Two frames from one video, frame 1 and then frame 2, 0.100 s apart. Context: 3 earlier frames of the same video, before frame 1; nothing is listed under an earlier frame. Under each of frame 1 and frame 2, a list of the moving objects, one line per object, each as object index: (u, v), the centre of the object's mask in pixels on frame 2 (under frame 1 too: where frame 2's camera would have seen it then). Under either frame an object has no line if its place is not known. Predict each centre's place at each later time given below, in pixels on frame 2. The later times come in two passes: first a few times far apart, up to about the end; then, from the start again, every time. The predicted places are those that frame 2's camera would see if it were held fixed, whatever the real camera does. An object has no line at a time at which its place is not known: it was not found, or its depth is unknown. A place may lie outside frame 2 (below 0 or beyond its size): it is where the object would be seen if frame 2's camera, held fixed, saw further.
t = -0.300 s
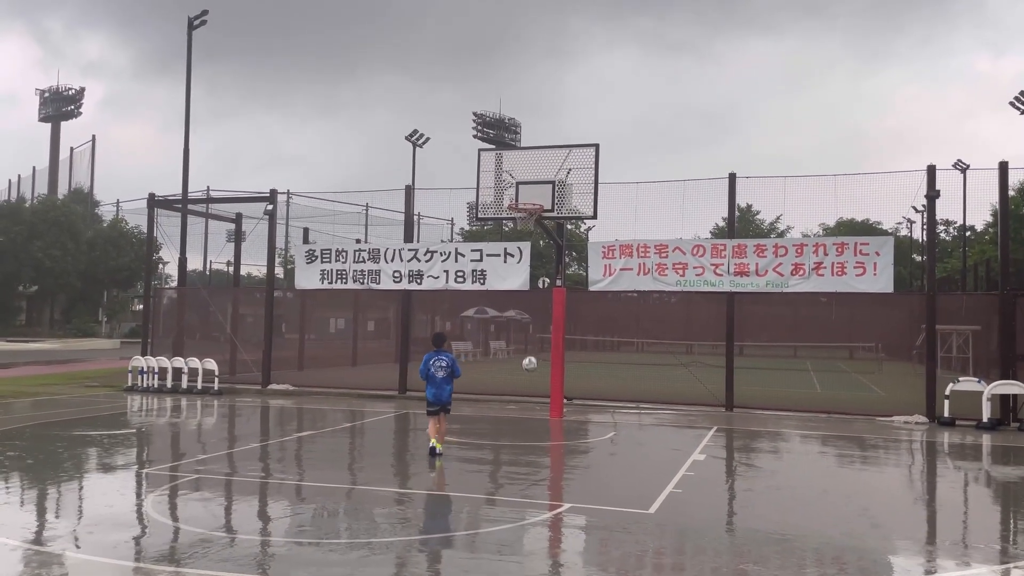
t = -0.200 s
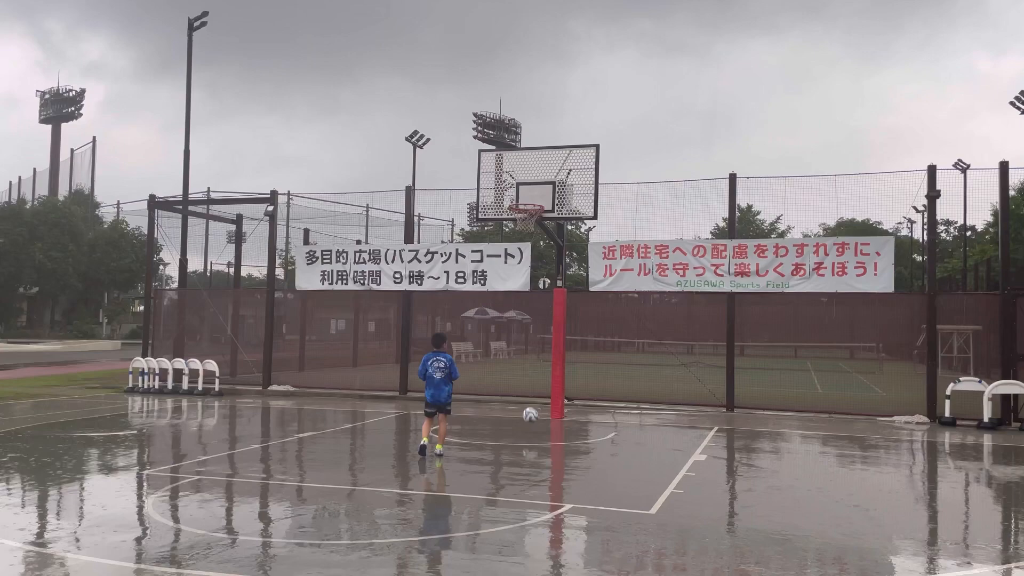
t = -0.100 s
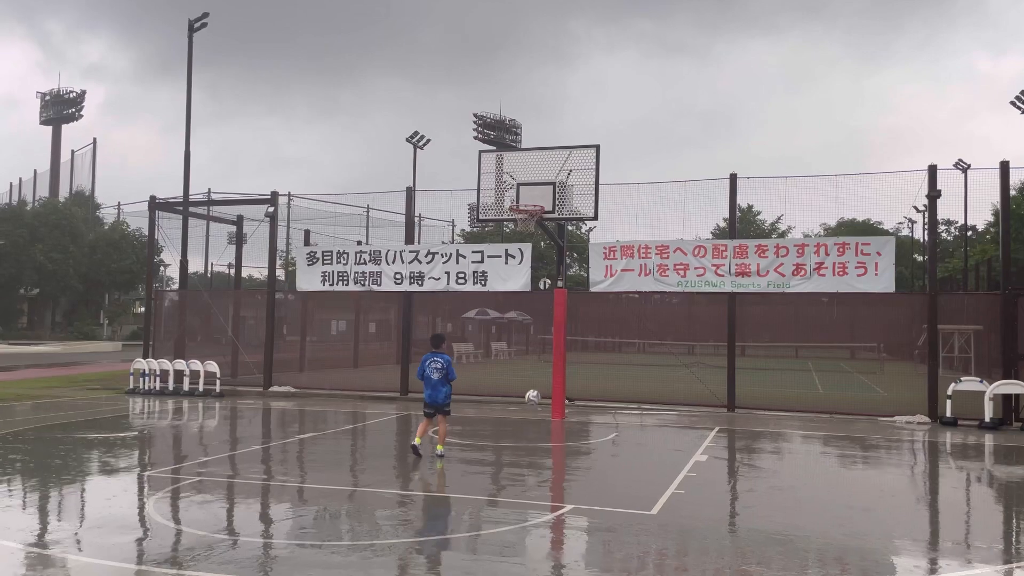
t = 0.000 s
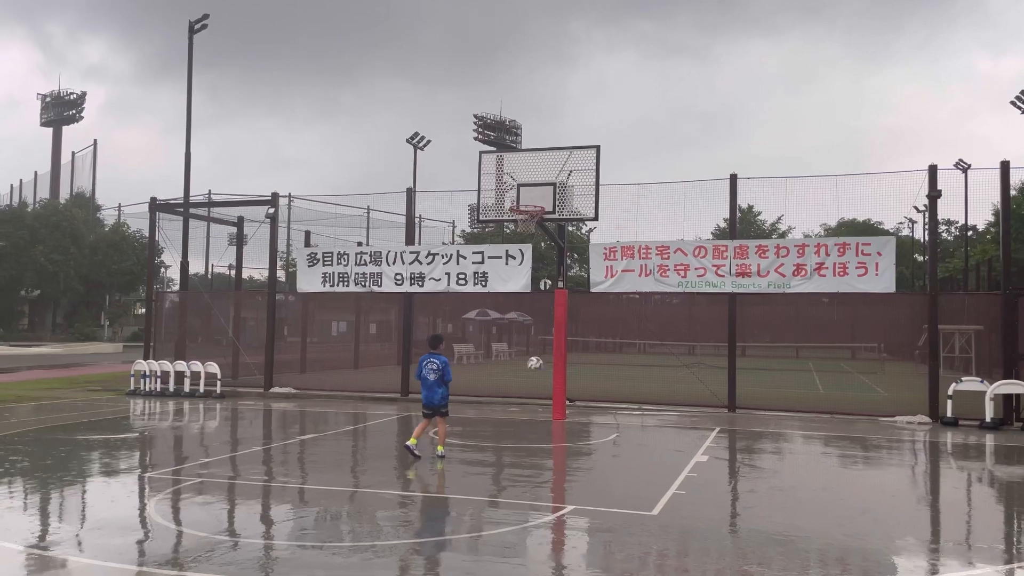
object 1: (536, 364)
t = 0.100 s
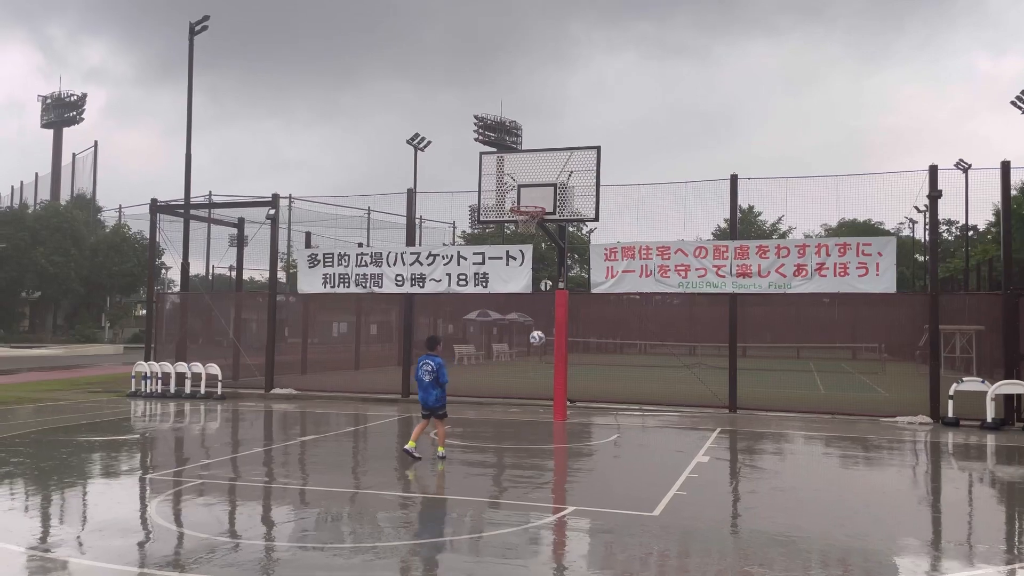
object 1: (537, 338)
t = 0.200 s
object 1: (538, 319)
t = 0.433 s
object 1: (540, 303)
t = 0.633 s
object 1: (541, 321)
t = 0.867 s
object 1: (542, 383)
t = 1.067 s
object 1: (542, 414)
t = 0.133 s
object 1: (537, 331)
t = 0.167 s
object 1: (538, 324)
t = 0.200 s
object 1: (538, 319)
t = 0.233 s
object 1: (539, 314)
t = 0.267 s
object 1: (539, 311)
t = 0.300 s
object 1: (539, 307)
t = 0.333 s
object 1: (540, 305)
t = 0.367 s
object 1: (540, 304)
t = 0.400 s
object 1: (540, 303)
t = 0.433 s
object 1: (540, 303)
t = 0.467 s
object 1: (541, 304)
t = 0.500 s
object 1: (541, 306)
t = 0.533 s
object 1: (541, 308)
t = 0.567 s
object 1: (541, 312)
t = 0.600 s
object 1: (541, 317)
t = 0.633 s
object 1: (541, 321)
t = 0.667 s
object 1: (541, 328)
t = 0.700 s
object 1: (542, 335)
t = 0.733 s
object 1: (542, 343)
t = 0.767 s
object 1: (542, 351)
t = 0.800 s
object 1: (542, 361)
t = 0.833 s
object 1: (542, 372)
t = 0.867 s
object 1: (542, 383)
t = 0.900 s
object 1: (542, 396)
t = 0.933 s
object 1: (542, 409)
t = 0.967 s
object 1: (542, 423)
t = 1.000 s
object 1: (541, 436)
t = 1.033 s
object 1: (542, 425)
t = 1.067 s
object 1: (542, 414)
